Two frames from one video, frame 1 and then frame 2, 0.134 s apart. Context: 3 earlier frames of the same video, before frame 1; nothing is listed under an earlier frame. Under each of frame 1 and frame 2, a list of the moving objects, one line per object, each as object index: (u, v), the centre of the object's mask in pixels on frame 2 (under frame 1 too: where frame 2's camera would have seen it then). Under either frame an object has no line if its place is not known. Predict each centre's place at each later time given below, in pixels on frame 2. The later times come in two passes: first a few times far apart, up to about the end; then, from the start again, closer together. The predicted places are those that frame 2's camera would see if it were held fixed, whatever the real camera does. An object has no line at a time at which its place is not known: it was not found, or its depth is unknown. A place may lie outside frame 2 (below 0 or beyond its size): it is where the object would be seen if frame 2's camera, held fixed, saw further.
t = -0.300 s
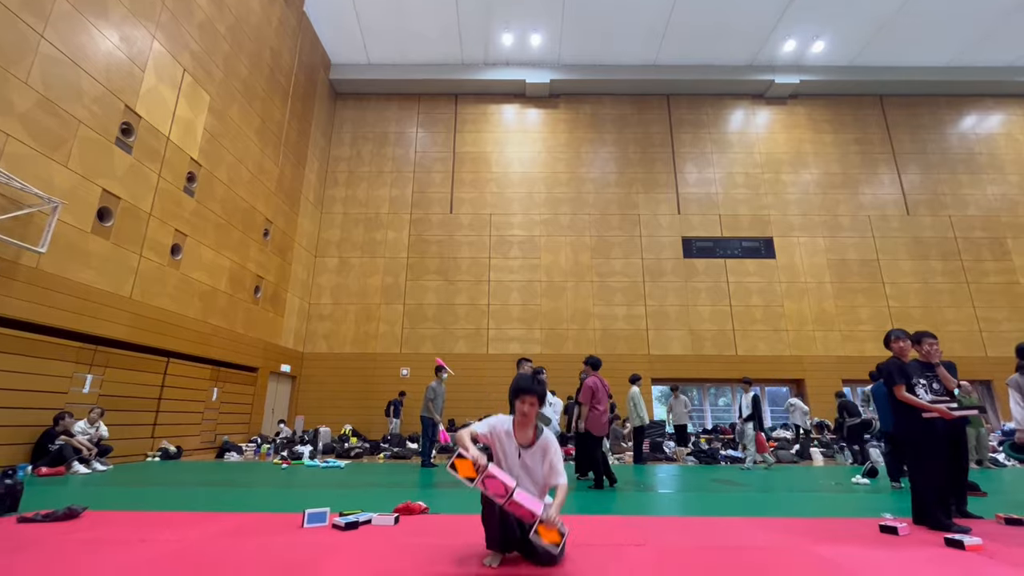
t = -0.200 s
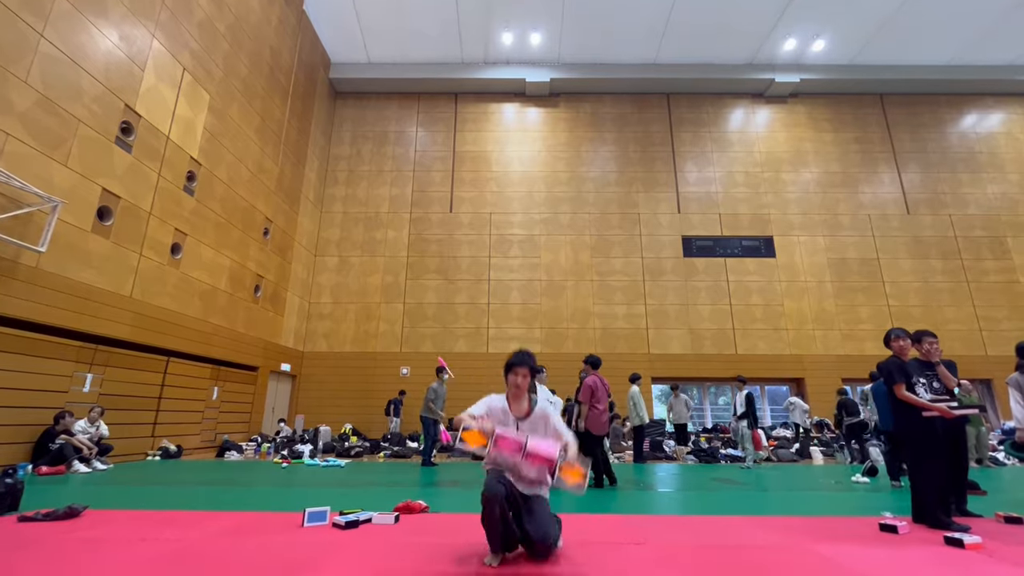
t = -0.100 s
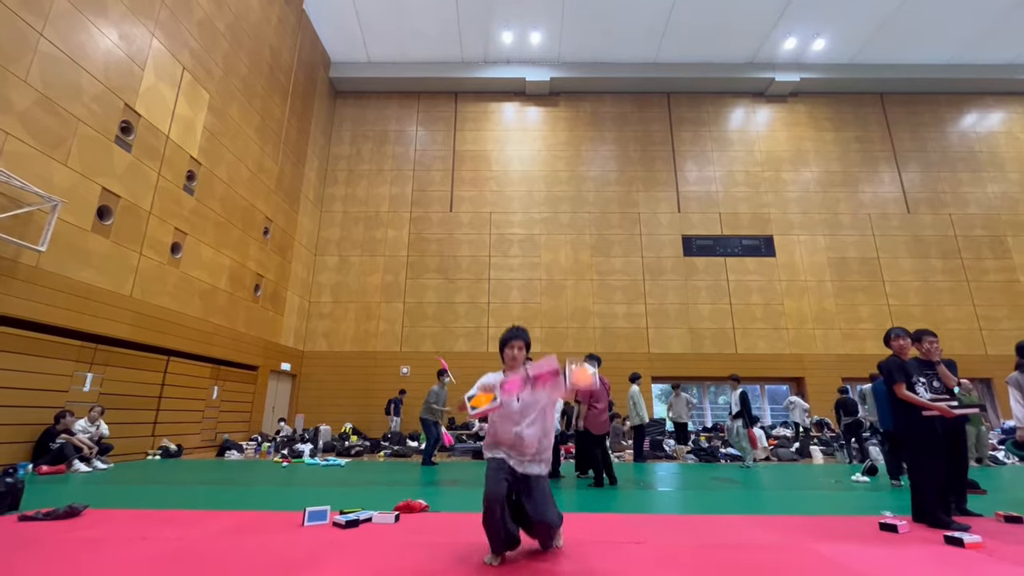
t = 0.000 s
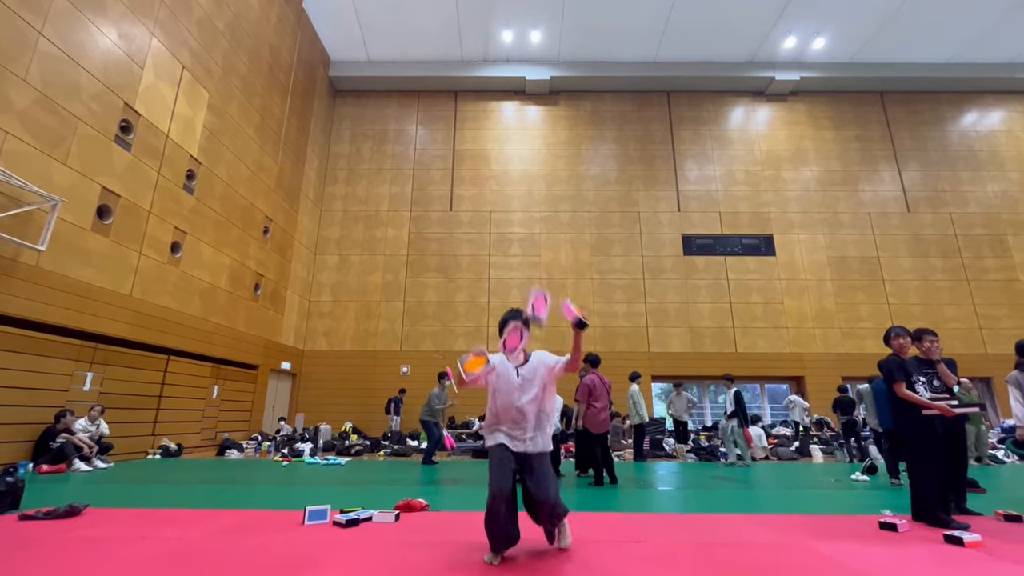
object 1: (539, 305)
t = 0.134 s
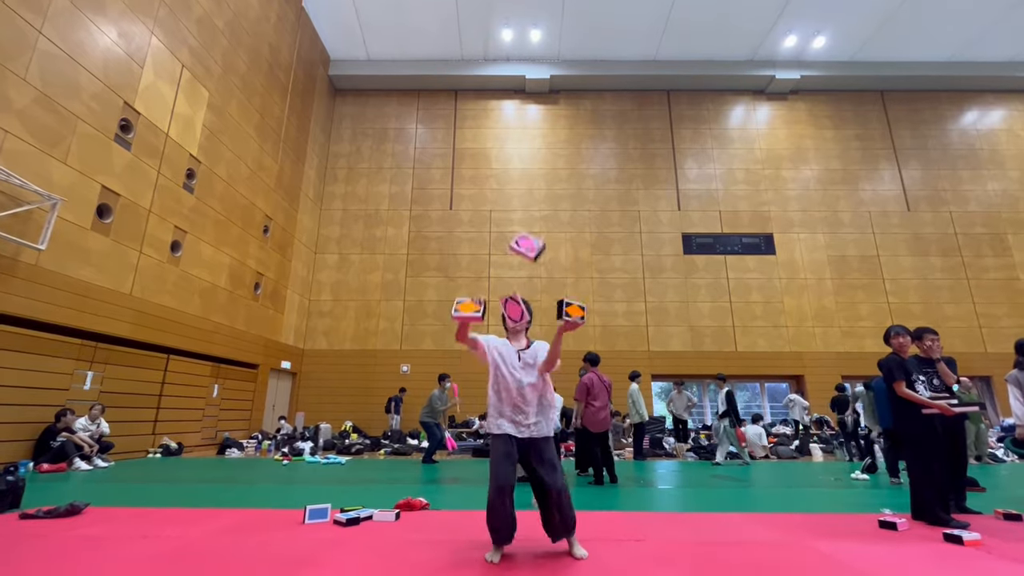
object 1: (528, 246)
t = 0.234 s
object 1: (521, 223)
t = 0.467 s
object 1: (505, 225)
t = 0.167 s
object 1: (525, 236)
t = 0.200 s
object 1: (523, 229)
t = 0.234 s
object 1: (521, 223)
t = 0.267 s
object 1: (518, 219)
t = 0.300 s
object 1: (516, 215)
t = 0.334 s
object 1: (513, 215)
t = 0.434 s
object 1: (507, 220)
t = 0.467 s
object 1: (505, 225)
